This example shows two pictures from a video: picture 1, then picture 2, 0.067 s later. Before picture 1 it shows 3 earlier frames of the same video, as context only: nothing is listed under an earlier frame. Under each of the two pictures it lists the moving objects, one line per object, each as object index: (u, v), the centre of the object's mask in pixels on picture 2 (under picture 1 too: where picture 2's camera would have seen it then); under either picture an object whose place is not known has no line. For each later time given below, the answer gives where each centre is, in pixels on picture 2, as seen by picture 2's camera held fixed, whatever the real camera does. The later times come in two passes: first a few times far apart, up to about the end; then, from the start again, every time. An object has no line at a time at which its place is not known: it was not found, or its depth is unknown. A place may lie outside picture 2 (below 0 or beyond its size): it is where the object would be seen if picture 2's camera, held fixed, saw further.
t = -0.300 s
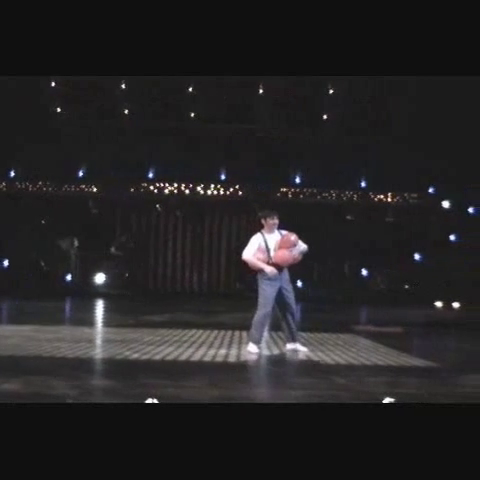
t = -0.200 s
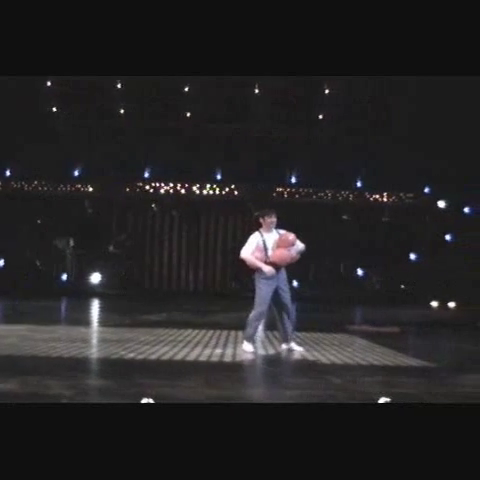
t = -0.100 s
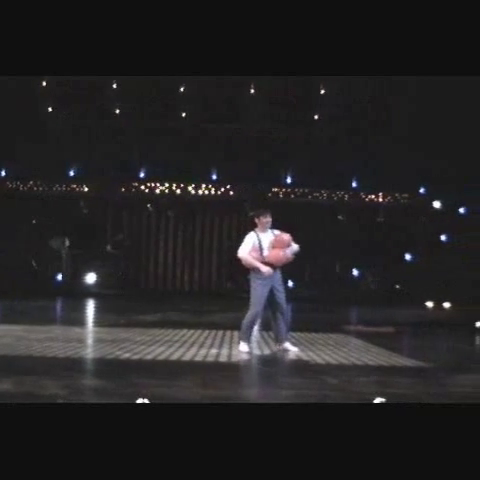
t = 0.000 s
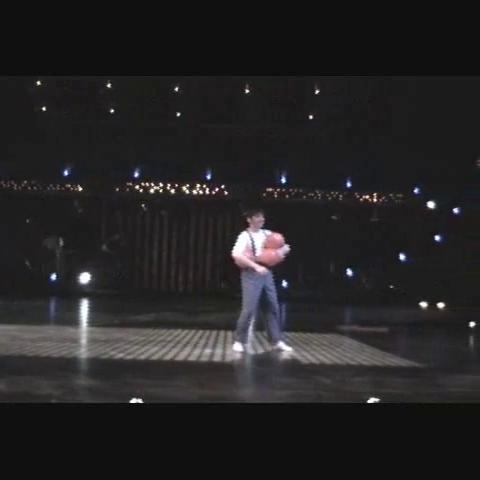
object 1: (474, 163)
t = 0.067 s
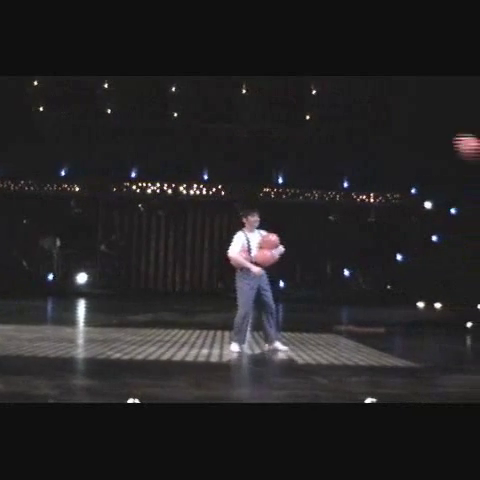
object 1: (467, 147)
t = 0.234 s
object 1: (414, 116)
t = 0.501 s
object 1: (338, 122)
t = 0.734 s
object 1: (277, 176)
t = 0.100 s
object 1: (458, 139)
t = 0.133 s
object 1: (447, 131)
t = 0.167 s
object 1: (436, 125)
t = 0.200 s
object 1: (426, 120)
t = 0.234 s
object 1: (414, 116)
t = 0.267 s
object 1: (406, 114)
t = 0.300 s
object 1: (396, 112)
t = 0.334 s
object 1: (385, 111)
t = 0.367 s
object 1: (376, 111)
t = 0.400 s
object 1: (366, 112)
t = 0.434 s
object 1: (357, 115)
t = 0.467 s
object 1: (348, 118)
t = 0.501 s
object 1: (338, 122)
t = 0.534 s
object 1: (329, 128)
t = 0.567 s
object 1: (320, 134)
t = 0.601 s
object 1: (311, 140)
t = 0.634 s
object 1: (302, 148)
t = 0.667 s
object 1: (294, 157)
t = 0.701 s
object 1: (285, 166)
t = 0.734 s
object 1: (277, 176)
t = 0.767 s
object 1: (268, 188)
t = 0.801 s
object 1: (261, 200)
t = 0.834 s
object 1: (252, 213)
